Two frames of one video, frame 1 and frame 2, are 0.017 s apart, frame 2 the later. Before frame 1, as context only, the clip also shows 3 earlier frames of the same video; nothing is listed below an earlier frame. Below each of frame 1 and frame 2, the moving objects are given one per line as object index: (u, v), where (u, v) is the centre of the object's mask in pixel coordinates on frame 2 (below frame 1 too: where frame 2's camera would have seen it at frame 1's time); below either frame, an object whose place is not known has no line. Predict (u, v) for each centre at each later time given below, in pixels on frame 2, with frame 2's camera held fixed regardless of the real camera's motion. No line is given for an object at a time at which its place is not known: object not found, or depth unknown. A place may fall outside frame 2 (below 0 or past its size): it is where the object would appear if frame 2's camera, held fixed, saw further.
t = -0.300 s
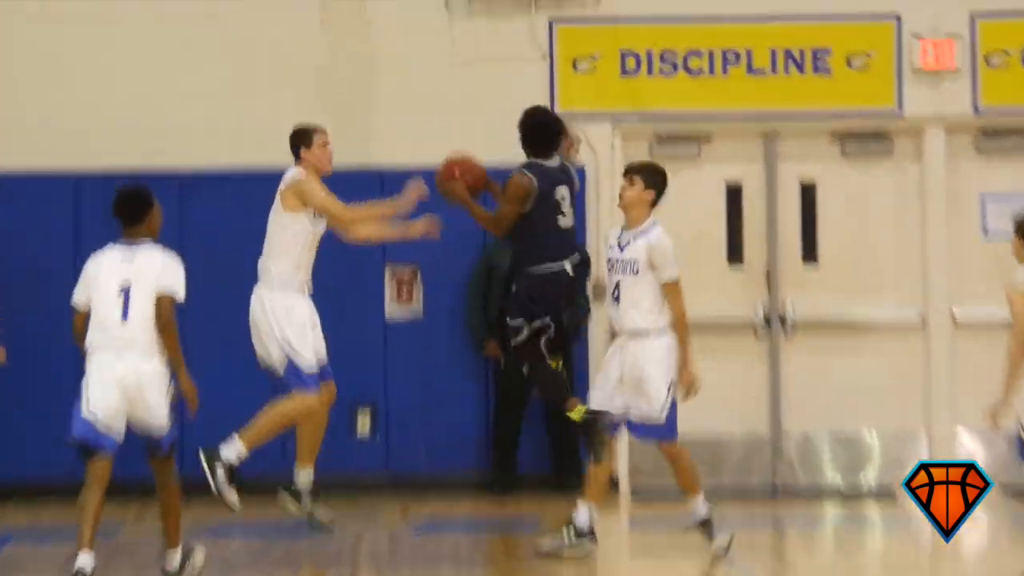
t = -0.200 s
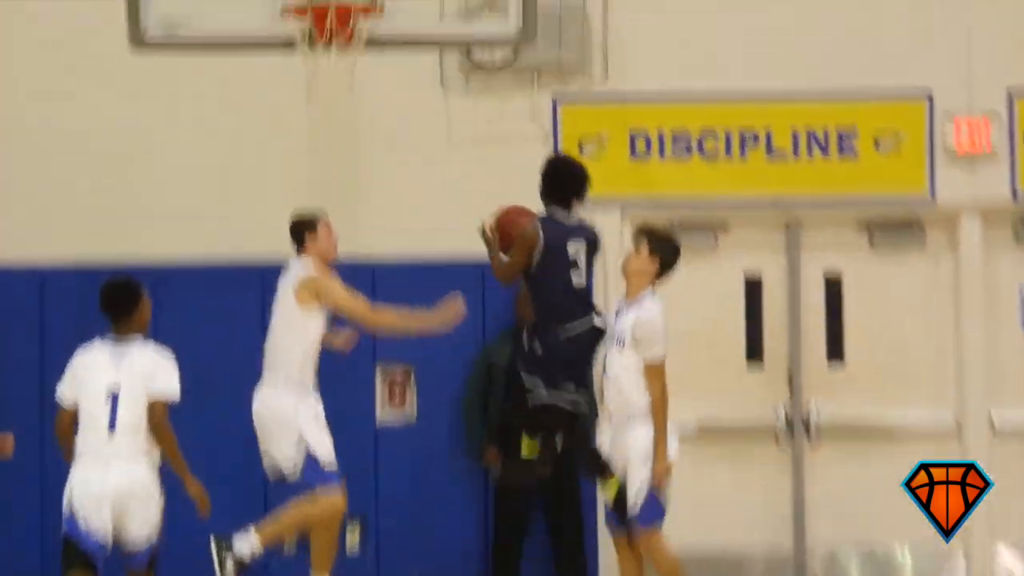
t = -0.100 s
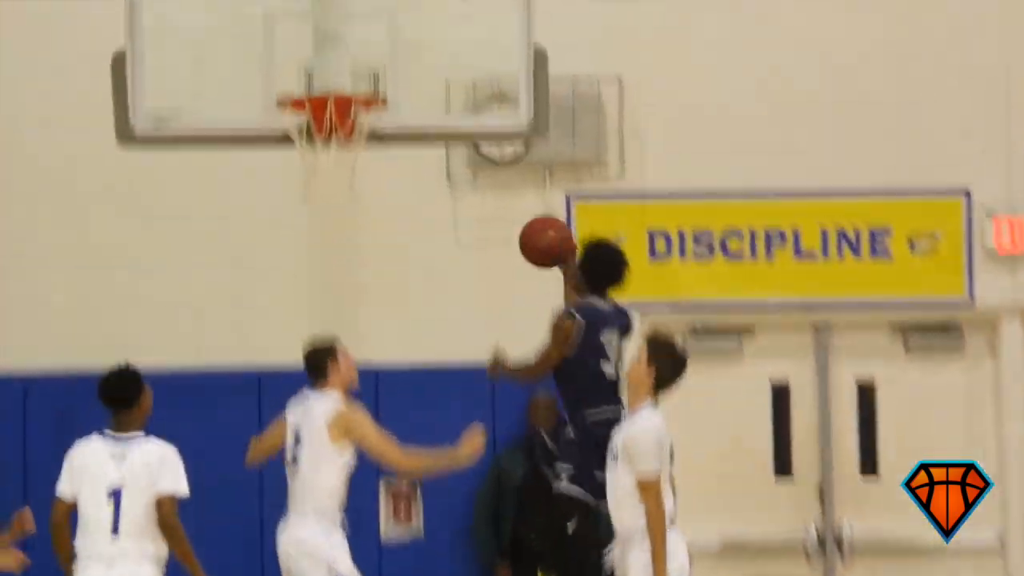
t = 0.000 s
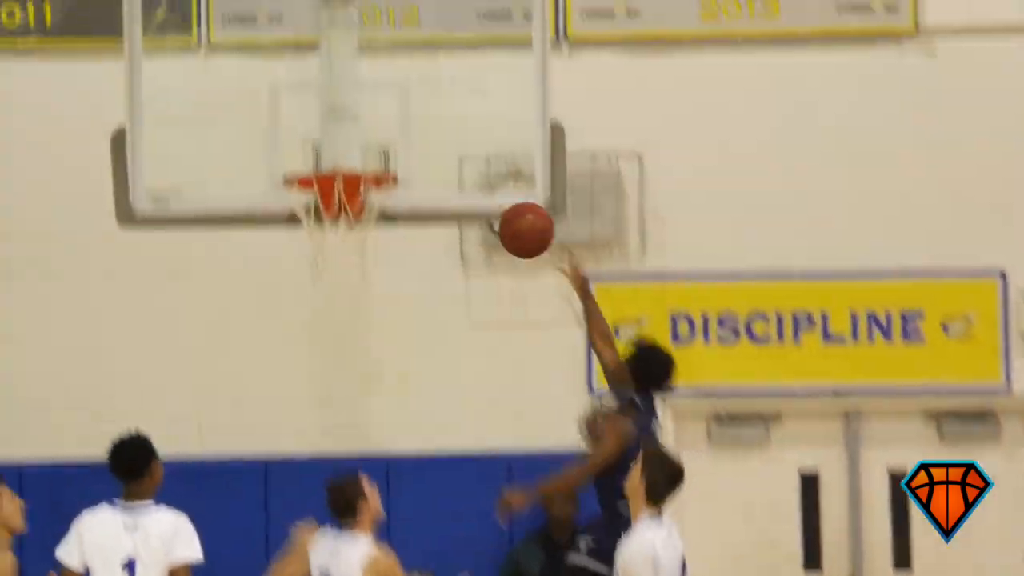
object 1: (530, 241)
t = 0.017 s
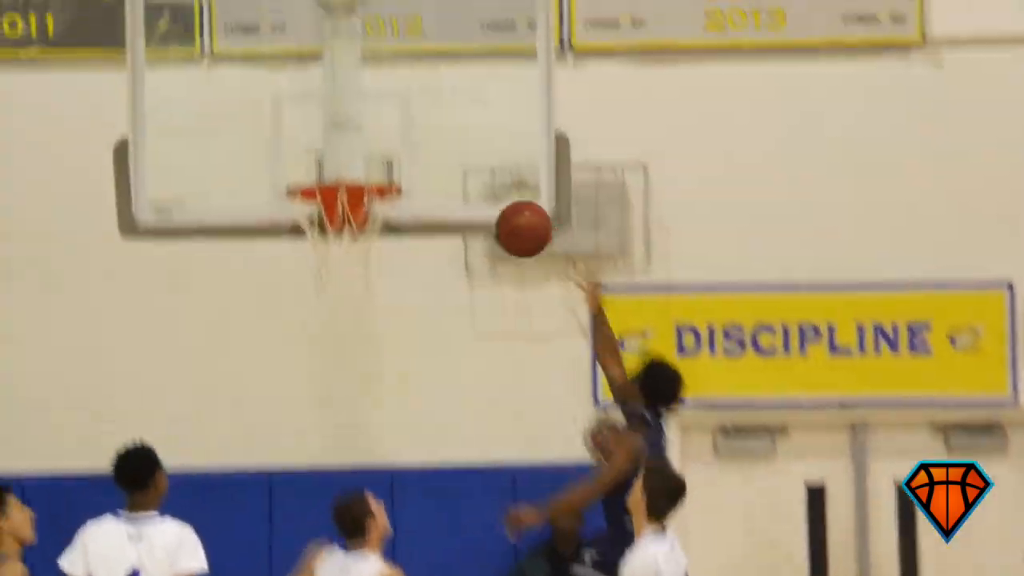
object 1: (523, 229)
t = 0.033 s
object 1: (516, 216)
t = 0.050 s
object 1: (509, 204)
